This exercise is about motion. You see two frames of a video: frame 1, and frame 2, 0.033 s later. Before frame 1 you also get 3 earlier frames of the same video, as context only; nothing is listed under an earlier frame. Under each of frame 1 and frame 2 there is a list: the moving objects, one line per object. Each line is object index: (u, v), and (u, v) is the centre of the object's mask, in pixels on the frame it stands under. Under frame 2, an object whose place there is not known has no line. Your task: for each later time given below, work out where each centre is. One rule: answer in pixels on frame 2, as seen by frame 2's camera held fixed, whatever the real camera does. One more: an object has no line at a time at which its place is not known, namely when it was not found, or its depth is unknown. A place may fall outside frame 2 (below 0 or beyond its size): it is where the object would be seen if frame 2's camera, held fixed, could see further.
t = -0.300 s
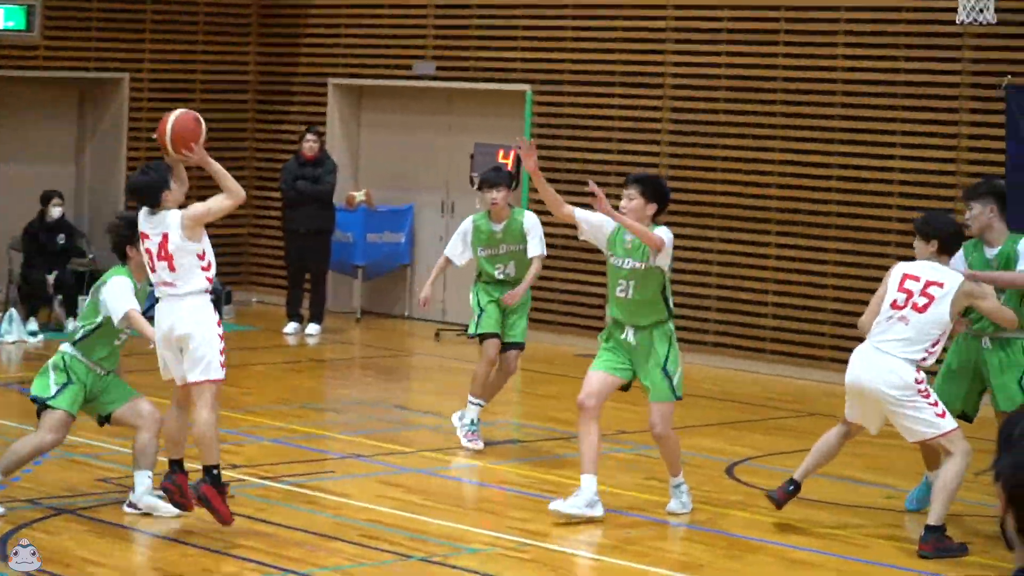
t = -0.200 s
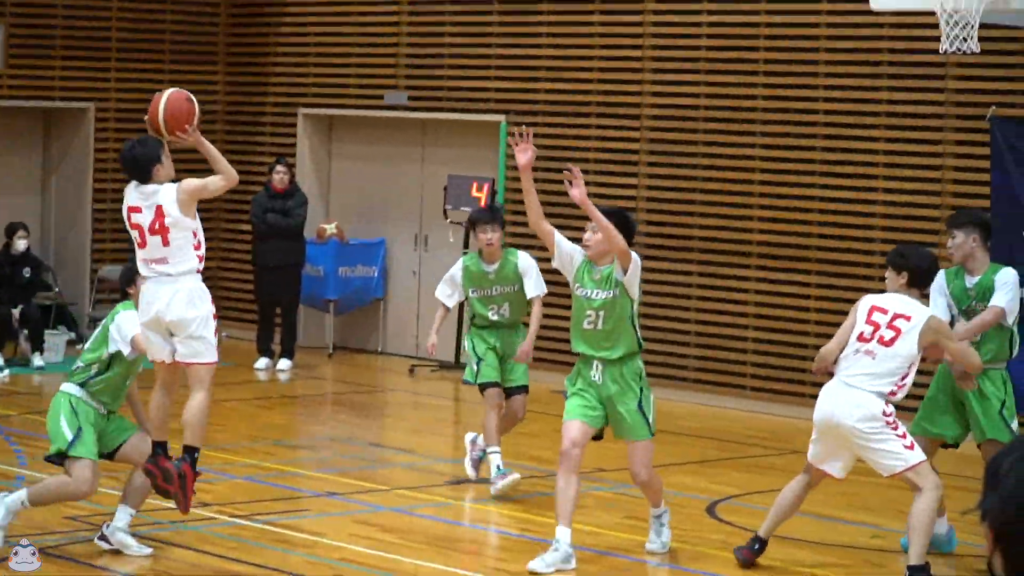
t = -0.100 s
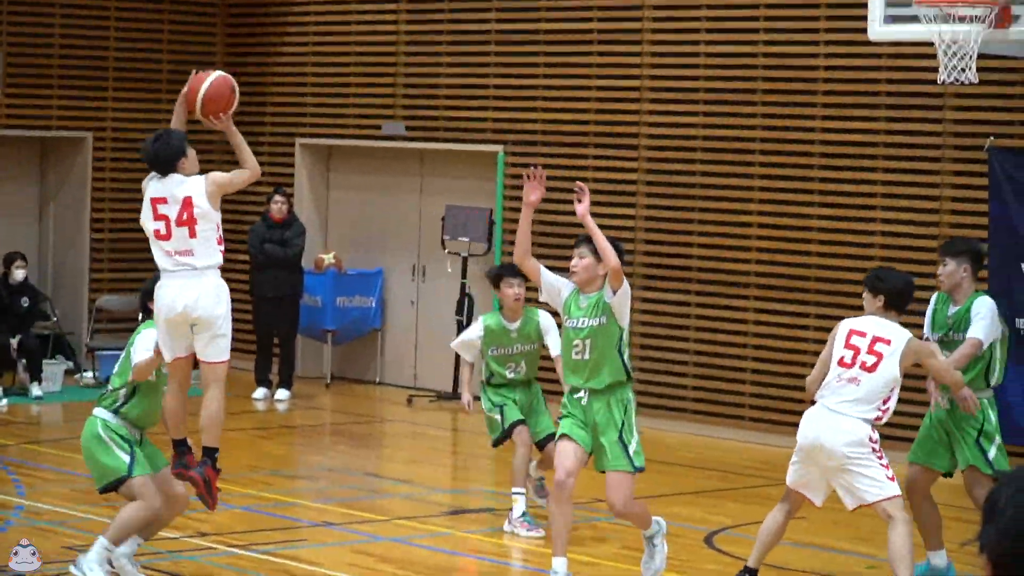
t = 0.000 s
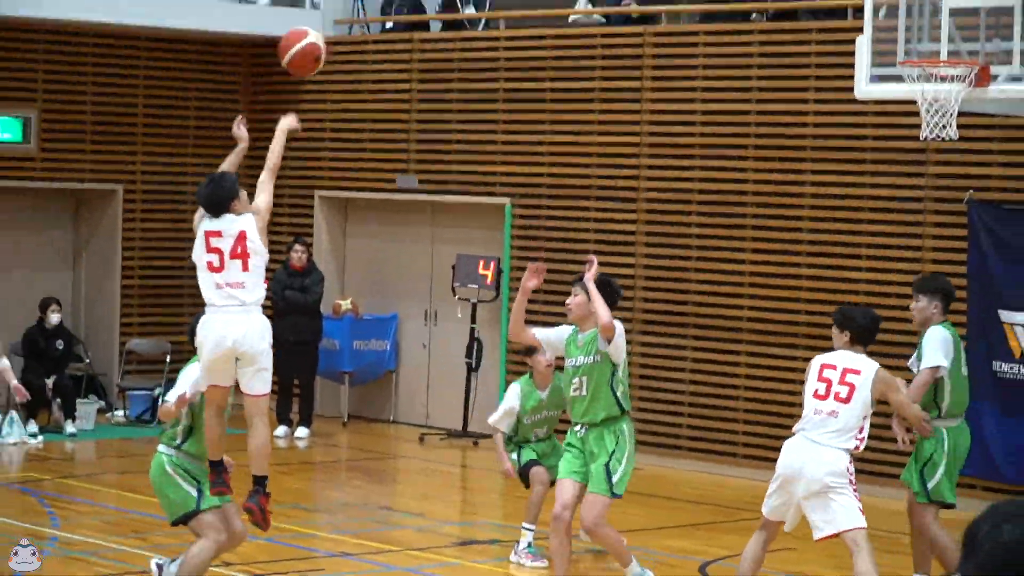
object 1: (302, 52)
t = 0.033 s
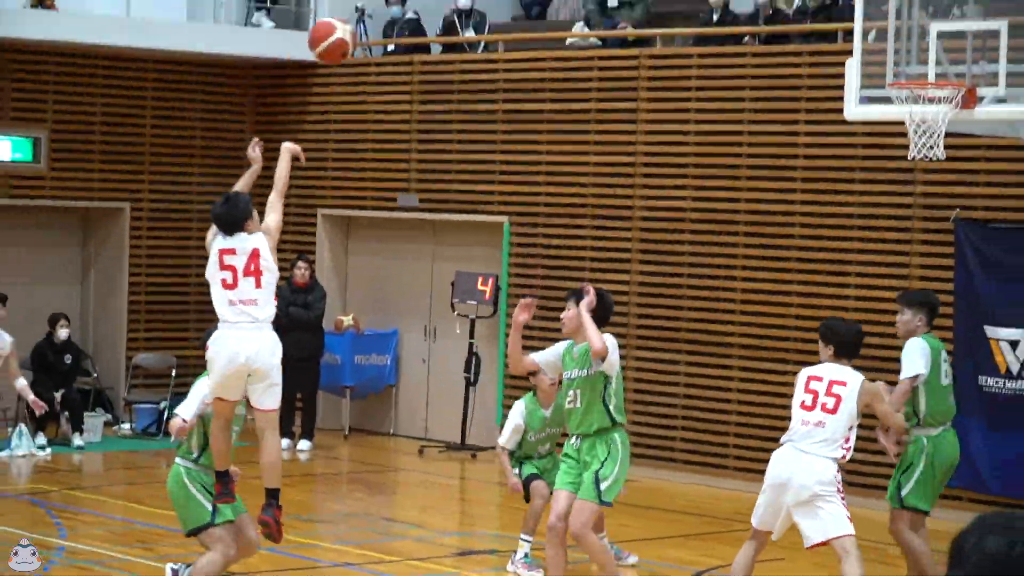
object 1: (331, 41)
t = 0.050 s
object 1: (345, 25)
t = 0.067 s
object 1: (356, 11)
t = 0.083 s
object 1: (368, -3)
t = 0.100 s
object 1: (381, -16)
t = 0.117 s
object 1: (392, -28)
